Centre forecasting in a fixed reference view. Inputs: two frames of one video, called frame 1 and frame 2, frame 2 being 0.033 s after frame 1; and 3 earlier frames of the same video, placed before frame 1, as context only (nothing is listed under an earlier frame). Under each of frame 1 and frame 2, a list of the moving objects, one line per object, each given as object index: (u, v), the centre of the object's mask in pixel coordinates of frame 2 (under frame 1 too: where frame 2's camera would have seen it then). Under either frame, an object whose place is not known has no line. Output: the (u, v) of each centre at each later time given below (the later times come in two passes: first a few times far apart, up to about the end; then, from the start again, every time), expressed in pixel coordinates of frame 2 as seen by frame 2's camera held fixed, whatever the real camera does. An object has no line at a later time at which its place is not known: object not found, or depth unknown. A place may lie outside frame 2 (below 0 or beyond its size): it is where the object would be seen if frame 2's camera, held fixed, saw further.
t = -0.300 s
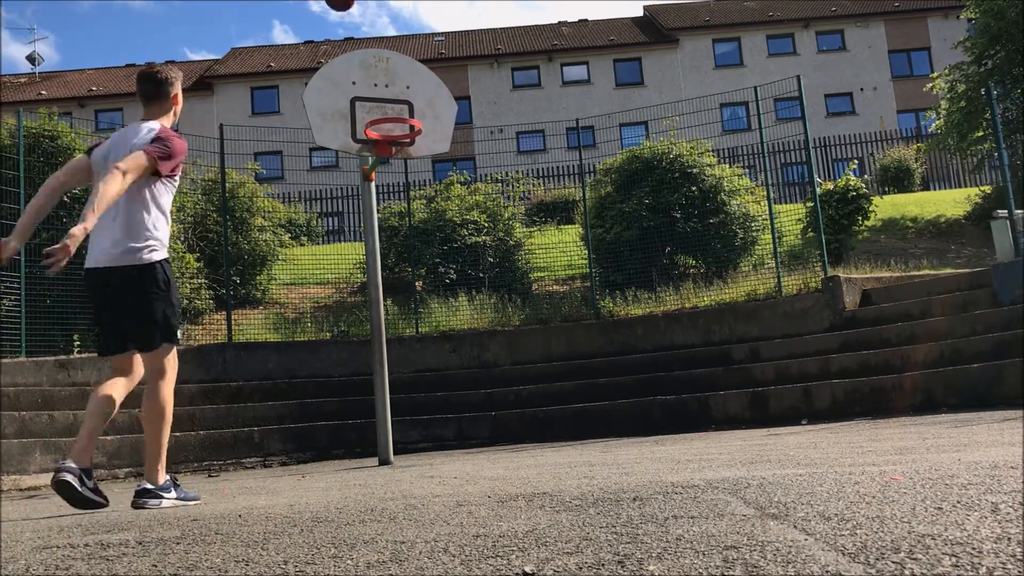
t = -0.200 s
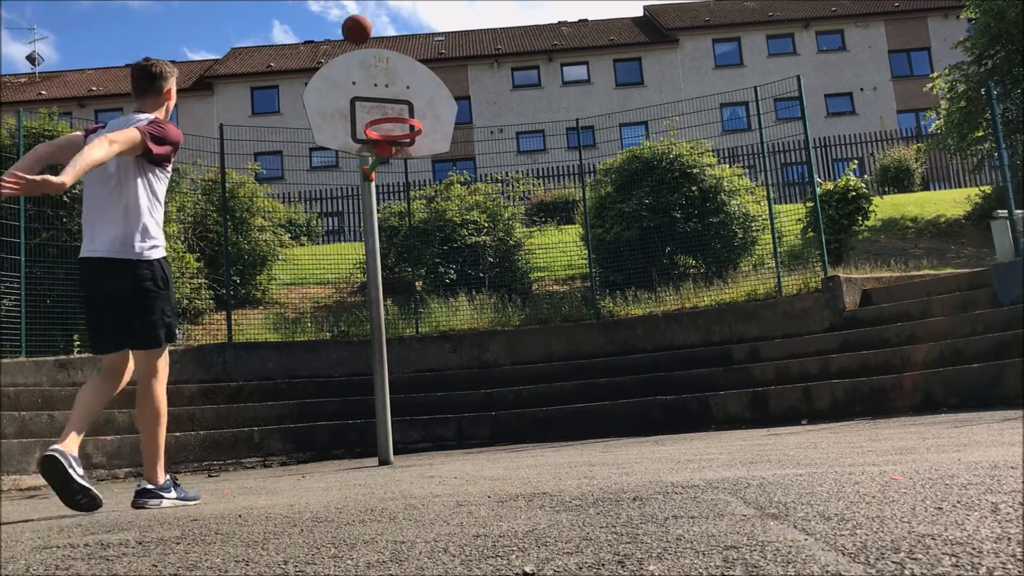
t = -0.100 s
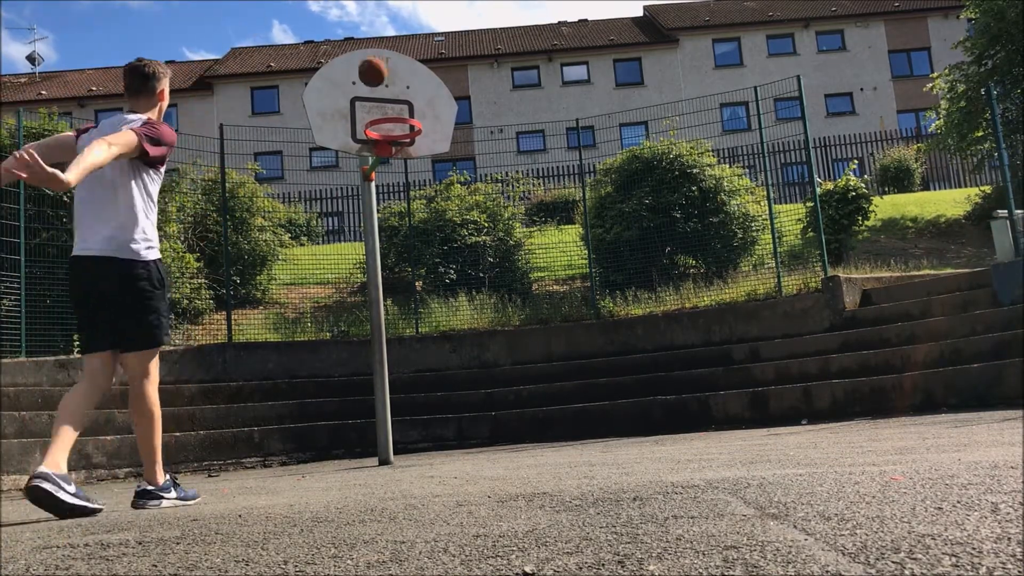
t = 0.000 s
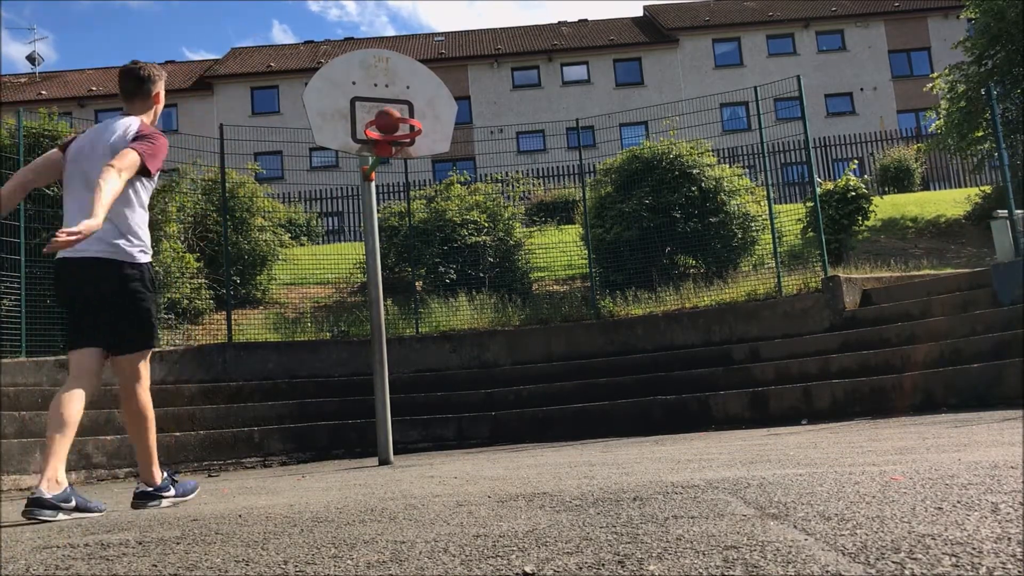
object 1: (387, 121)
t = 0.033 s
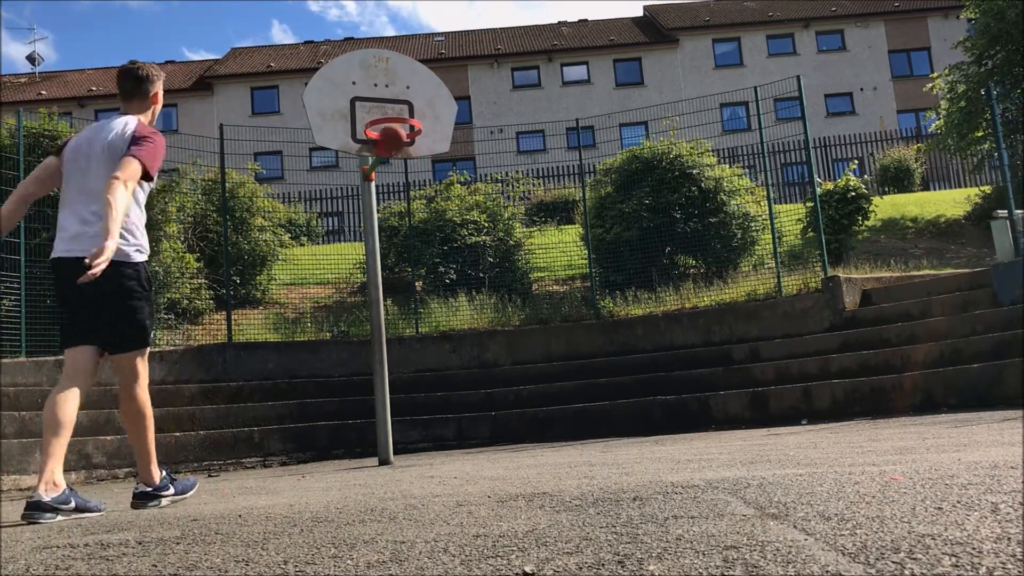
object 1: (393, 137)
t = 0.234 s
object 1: (422, 218)
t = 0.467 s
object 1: (467, 396)
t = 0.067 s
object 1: (397, 147)
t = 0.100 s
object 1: (403, 159)
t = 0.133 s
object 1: (406, 171)
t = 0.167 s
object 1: (412, 184)
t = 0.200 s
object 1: (416, 200)
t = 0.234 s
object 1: (422, 218)
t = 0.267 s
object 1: (427, 238)
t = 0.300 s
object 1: (433, 259)
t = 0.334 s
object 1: (440, 282)
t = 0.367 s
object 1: (446, 307)
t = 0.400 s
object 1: (452, 335)
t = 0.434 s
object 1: (460, 364)
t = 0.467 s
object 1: (467, 396)
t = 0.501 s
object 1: (475, 431)
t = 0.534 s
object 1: (481, 445)
